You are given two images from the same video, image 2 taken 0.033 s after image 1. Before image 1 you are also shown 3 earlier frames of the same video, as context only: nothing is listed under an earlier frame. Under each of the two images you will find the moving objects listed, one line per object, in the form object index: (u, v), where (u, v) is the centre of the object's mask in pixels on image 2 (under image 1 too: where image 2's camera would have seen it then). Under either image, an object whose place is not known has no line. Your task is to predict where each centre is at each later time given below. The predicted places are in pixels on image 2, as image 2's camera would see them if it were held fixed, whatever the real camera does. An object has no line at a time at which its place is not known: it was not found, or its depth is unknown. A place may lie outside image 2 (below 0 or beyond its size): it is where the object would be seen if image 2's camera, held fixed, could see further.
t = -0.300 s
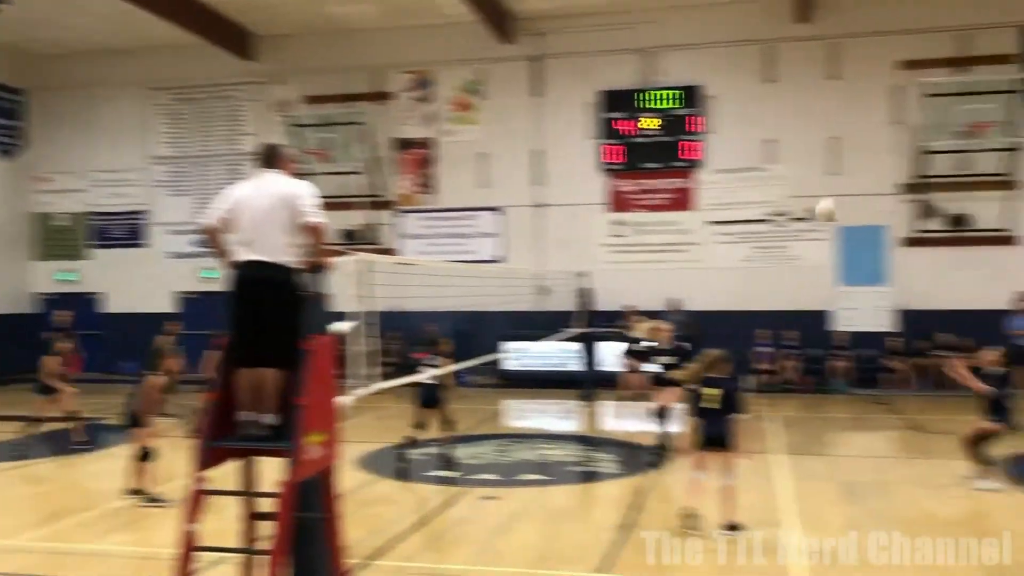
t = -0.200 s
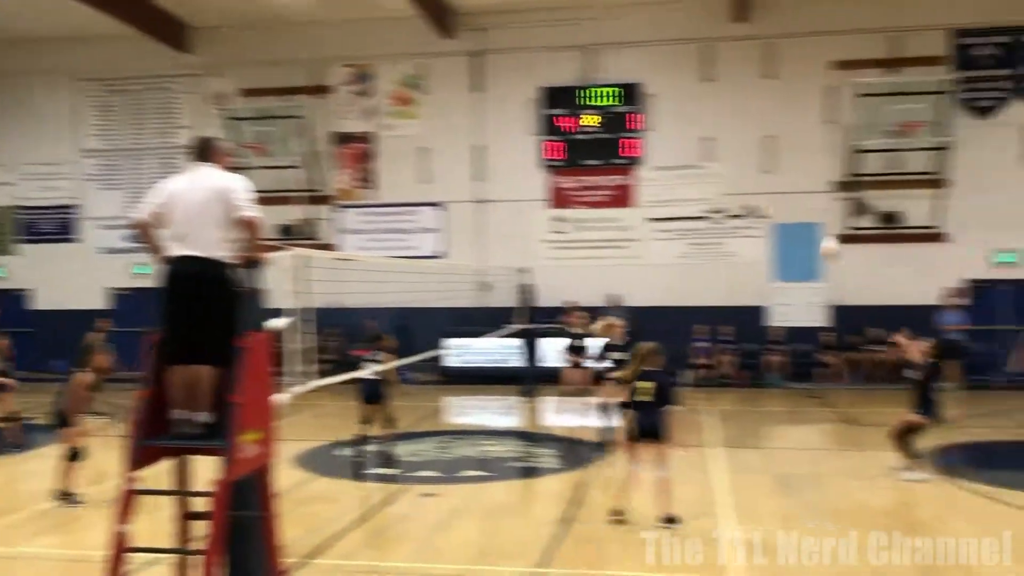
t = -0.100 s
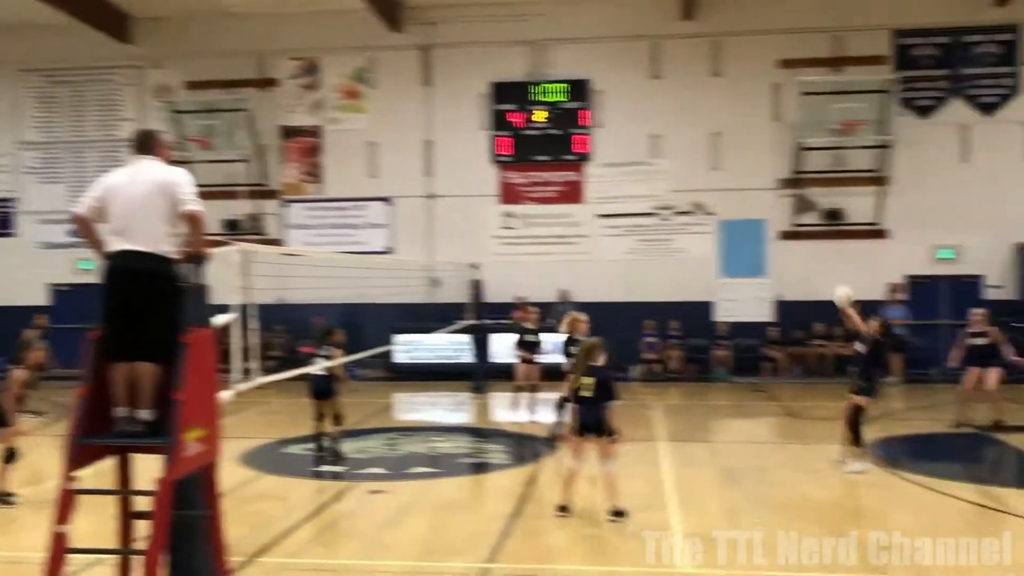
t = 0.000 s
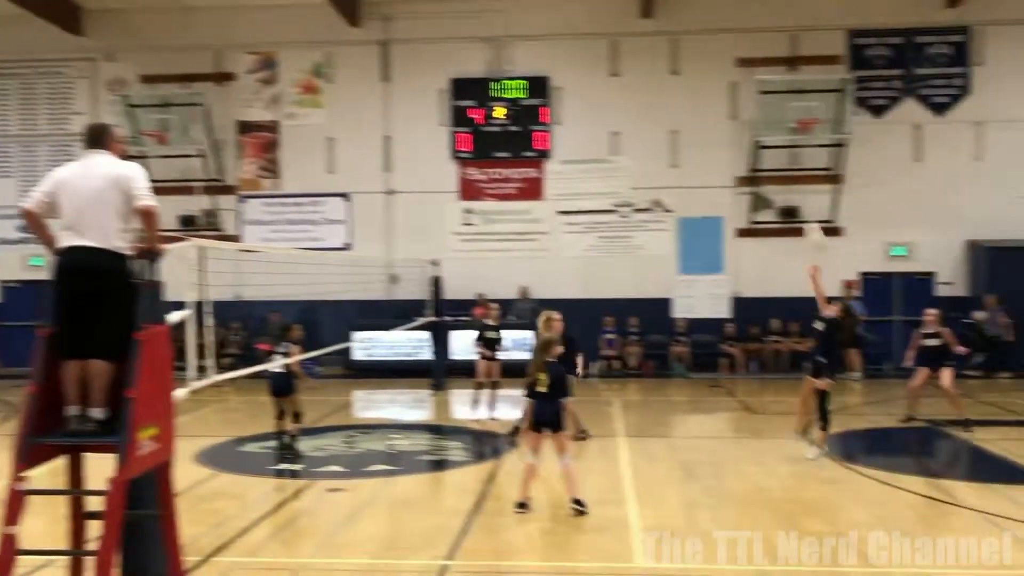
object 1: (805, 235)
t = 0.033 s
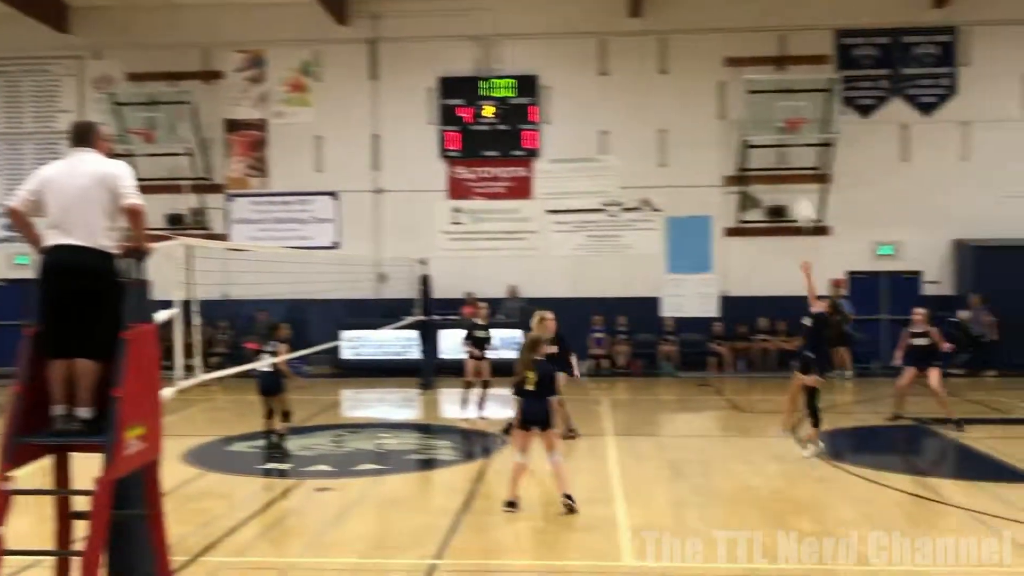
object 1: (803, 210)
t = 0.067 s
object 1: (807, 189)
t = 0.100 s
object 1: (809, 172)
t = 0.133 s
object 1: (812, 154)
